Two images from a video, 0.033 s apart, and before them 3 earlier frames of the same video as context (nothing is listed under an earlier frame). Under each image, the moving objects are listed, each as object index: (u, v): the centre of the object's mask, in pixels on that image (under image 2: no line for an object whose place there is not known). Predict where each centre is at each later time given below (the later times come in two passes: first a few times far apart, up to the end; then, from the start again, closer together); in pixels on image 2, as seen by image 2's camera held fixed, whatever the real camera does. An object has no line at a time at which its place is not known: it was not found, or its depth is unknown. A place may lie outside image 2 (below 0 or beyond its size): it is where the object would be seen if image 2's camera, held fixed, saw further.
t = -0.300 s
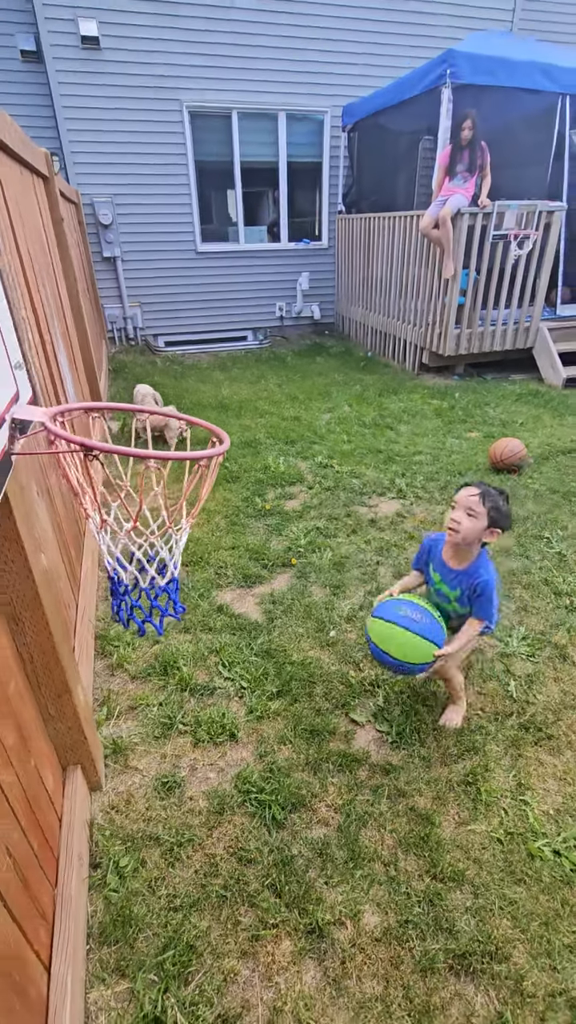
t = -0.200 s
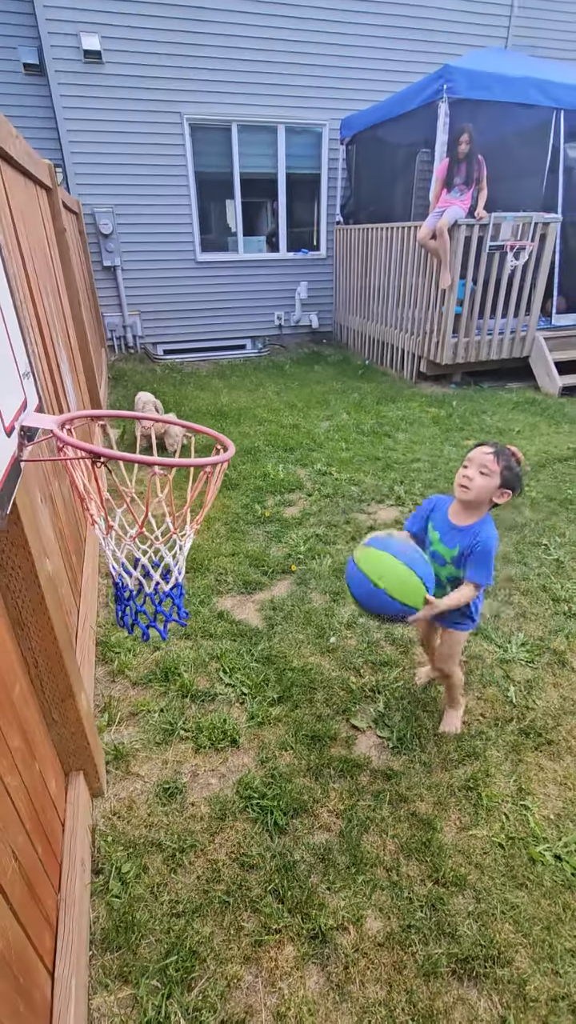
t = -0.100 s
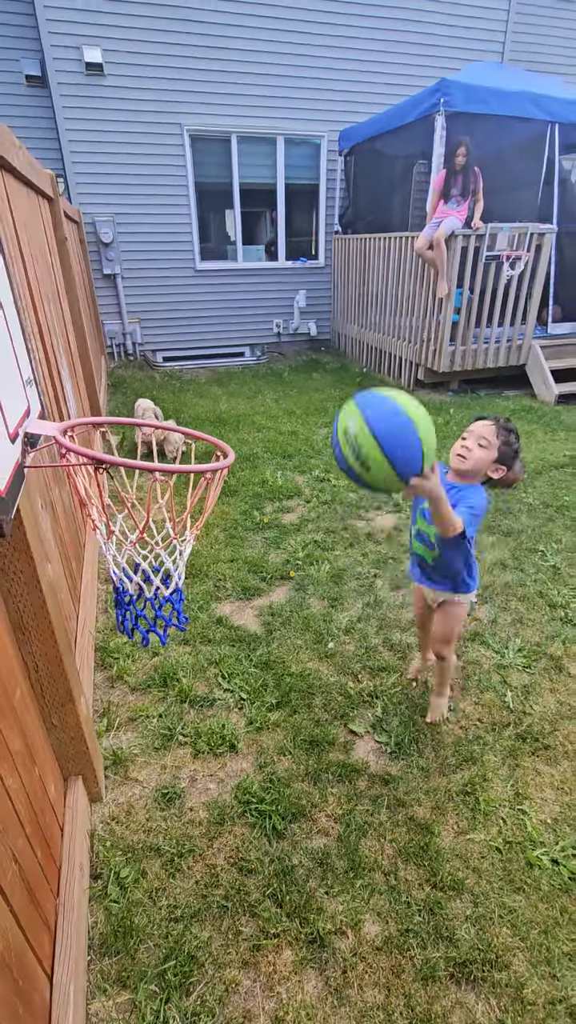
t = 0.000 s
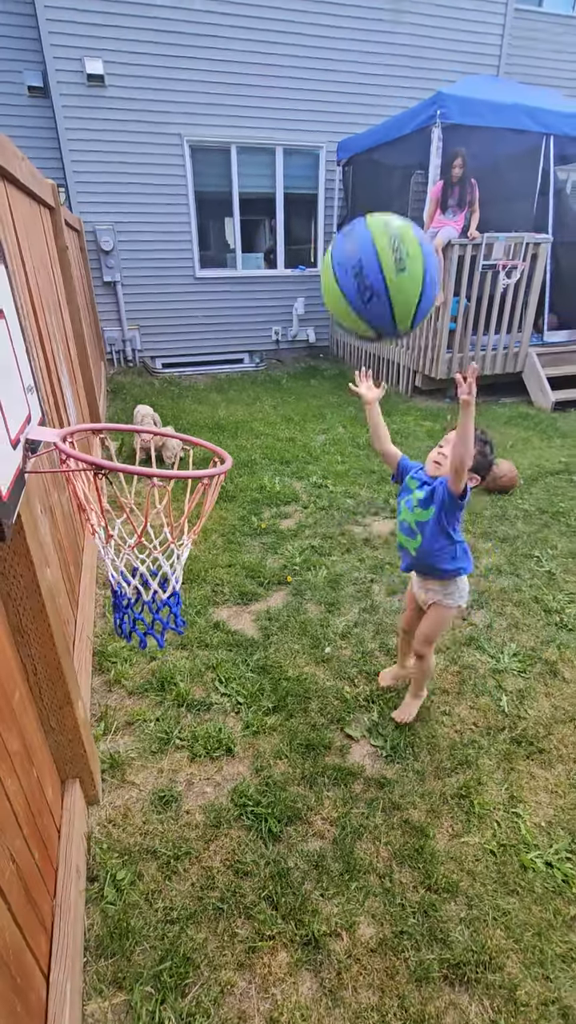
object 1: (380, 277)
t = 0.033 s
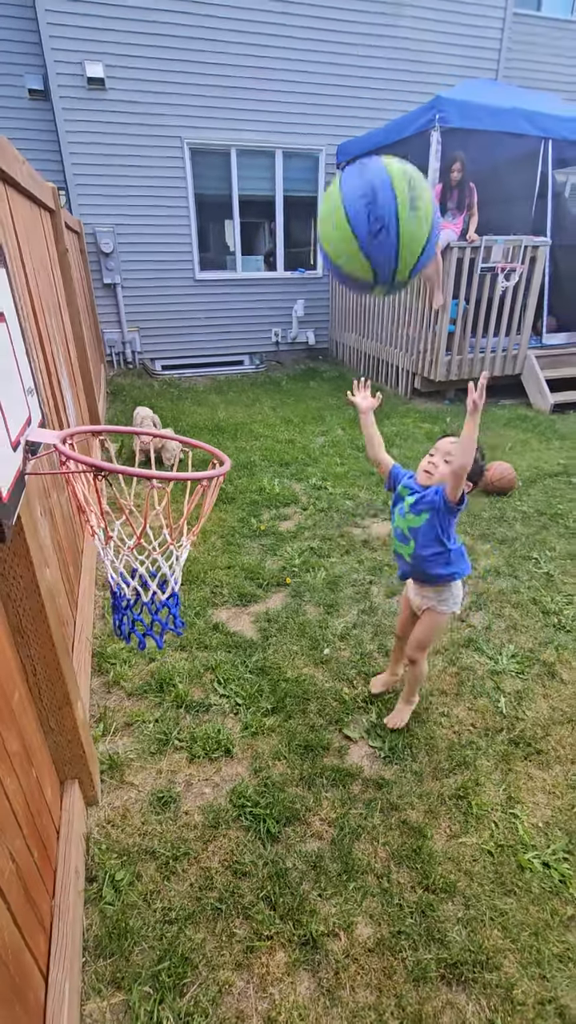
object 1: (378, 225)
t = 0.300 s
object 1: (342, 13)
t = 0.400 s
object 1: (328, 19)
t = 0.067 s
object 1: (378, 174)
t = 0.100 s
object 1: (376, 124)
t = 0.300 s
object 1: (342, 13)
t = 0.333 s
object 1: (337, 11)
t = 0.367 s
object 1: (333, 13)
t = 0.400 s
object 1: (328, 19)
